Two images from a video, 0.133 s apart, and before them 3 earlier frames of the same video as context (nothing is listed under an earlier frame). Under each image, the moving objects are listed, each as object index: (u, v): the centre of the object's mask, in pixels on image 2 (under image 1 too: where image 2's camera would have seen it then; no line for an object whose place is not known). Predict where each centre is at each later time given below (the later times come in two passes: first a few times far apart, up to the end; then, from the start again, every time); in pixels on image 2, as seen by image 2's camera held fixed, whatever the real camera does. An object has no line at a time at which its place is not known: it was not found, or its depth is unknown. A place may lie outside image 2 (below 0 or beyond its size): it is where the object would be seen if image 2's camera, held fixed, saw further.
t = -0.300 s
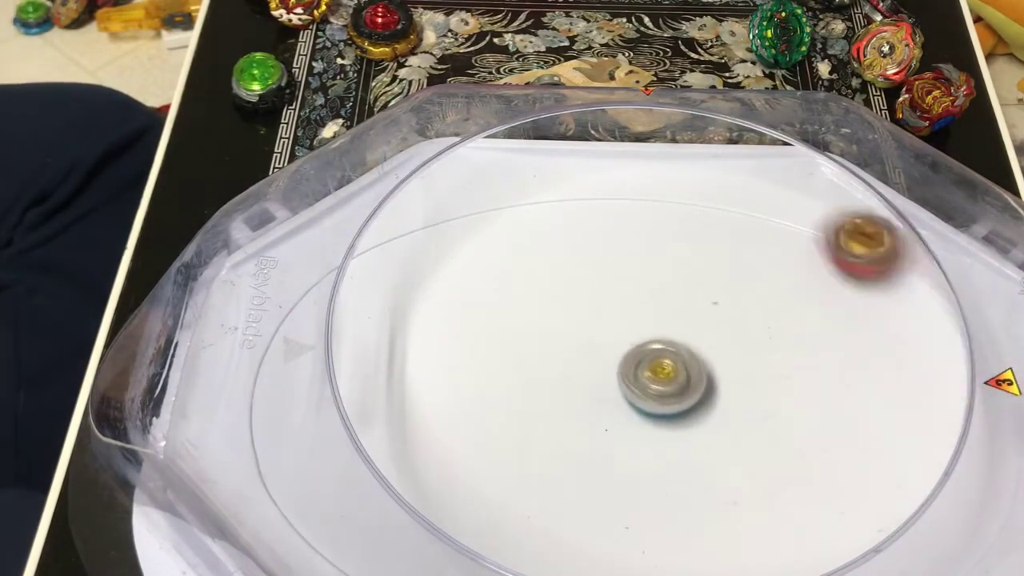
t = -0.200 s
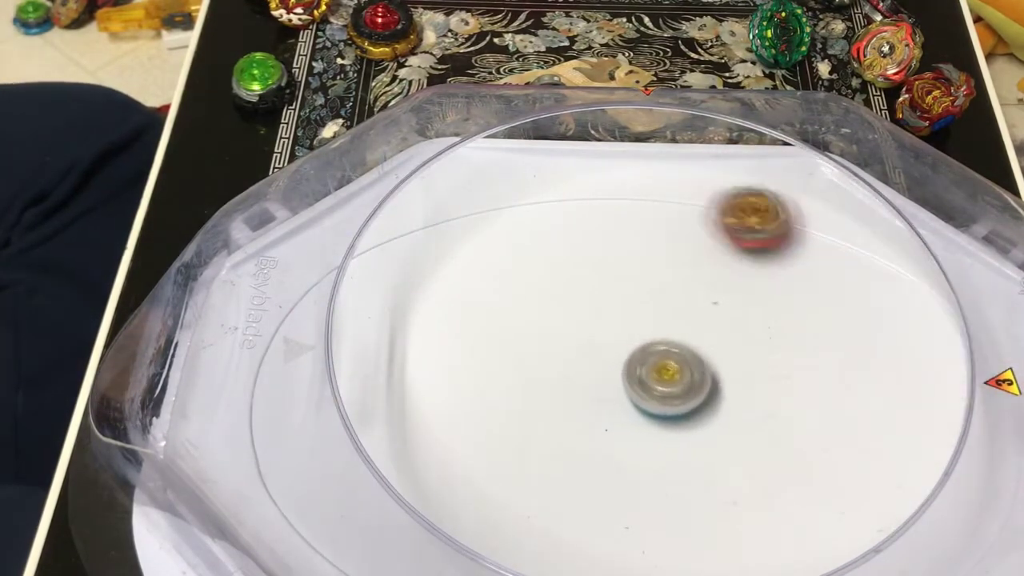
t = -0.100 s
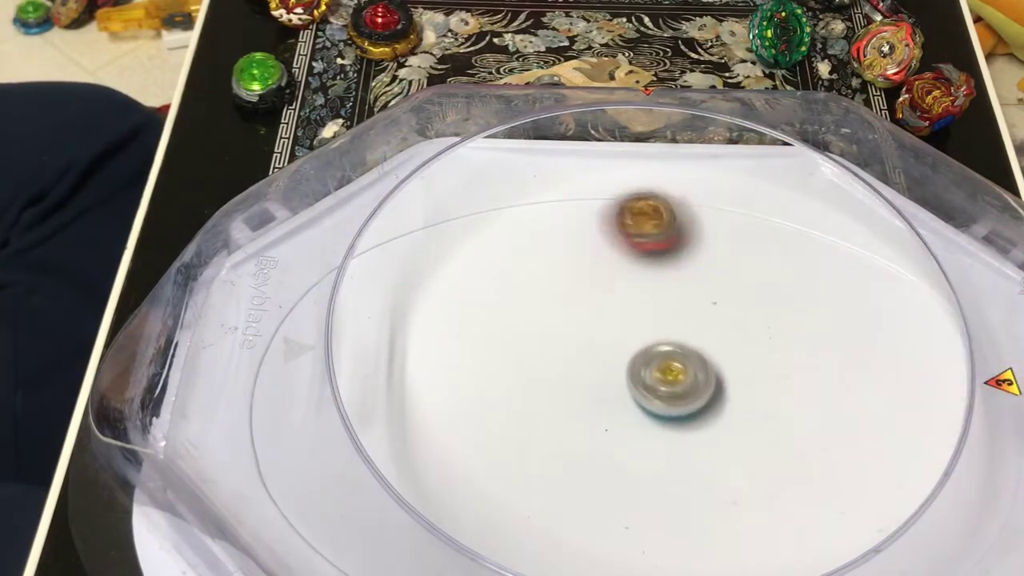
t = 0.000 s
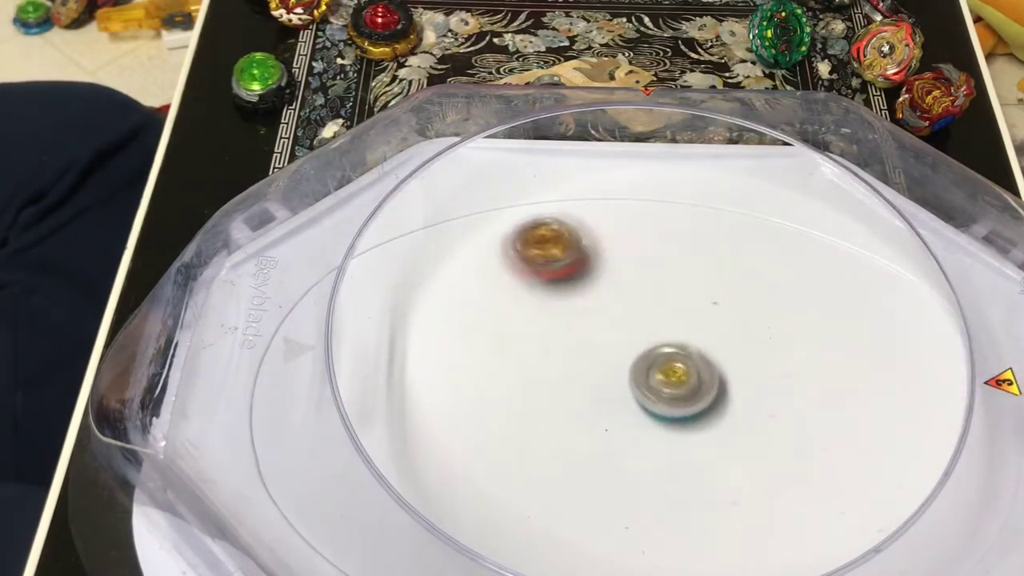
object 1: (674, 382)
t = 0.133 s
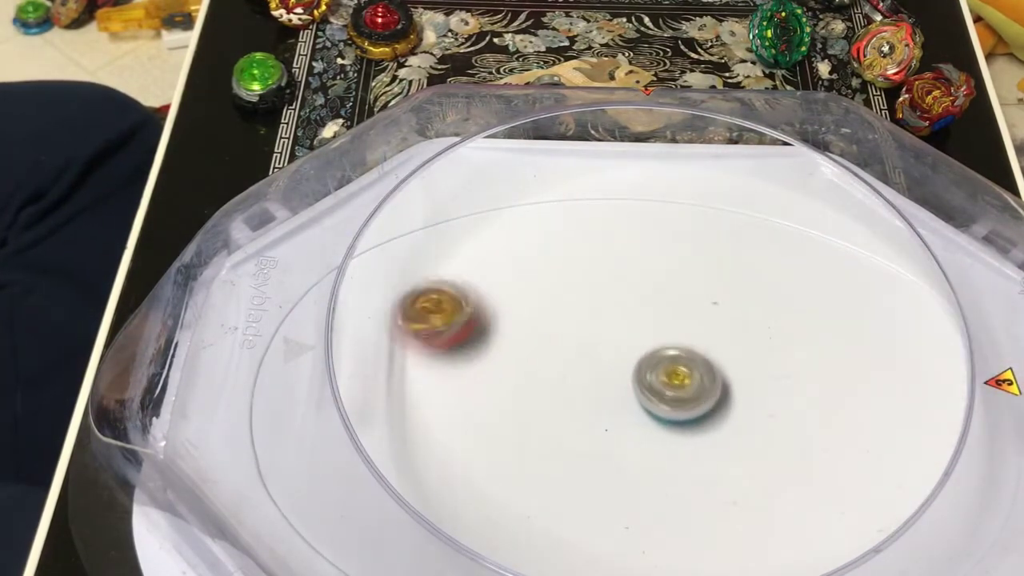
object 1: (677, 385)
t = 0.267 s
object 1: (680, 387)
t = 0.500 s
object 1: (683, 398)
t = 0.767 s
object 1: (679, 414)
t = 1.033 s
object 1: (672, 426)
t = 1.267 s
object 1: (664, 424)
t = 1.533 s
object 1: (658, 425)
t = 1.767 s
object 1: (652, 421)
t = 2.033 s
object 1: (648, 415)
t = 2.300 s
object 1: (647, 411)
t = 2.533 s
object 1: (650, 412)
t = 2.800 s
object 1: (654, 408)
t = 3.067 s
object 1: (658, 407)
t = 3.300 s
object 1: (660, 407)
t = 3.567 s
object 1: (660, 408)
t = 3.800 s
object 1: (659, 407)
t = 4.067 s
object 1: (657, 407)
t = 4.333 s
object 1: (652, 407)
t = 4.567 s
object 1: (647, 408)
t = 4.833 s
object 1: (644, 407)
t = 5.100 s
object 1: (642, 405)
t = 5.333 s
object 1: (643, 405)
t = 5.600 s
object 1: (647, 404)
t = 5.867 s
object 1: (650, 403)
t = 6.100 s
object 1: (655, 403)
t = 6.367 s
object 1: (659, 404)
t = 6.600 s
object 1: (659, 405)
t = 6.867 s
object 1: (631, 377)
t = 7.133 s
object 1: (614, 369)
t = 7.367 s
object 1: (504, 411)
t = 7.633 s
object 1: (382, 454)
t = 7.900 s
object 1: (373, 441)
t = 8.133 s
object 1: (407, 408)
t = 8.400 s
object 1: (475, 371)
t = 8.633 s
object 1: (534, 365)
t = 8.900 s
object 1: (621, 386)
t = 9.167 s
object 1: (740, 364)
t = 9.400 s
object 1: (785, 388)
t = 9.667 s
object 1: (806, 430)
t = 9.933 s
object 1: (782, 456)
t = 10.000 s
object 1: (795, 515)
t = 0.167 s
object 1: (678, 385)
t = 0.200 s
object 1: (679, 386)
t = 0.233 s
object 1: (680, 386)
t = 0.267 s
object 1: (680, 387)
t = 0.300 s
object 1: (681, 388)
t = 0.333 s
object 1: (681, 390)
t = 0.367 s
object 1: (682, 391)
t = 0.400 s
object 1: (682, 392)
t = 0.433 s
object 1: (683, 394)
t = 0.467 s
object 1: (683, 396)
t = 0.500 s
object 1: (683, 398)
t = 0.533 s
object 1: (683, 400)
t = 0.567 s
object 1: (683, 401)
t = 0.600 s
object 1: (683, 404)
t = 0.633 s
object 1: (682, 406)
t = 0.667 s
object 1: (681, 408)
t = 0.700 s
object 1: (680, 409)
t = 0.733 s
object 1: (679, 412)
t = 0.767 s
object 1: (679, 414)
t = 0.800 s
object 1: (679, 417)
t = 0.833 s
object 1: (678, 419)
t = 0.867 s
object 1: (678, 422)
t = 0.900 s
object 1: (678, 423)
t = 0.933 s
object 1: (676, 424)
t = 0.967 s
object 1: (674, 425)
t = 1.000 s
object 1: (673, 426)
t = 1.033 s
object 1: (672, 426)
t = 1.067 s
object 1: (671, 426)
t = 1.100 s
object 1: (668, 426)
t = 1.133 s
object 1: (668, 425)
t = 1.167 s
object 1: (666, 425)
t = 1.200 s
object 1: (667, 425)
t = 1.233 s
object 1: (666, 425)
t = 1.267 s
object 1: (664, 424)
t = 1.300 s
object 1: (664, 425)
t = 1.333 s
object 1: (662, 424)
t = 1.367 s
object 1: (661, 424)
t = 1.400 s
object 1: (663, 424)
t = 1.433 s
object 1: (660, 424)
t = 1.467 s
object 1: (659, 424)
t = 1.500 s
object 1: (660, 424)
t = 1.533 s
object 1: (658, 425)
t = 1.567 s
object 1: (658, 424)
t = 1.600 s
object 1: (656, 424)
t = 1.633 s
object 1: (654, 424)
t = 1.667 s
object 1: (654, 423)
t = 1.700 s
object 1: (652, 423)
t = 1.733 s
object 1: (653, 422)
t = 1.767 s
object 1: (652, 421)
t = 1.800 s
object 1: (651, 419)
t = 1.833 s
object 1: (650, 418)
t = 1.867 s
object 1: (651, 418)
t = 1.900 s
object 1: (649, 417)
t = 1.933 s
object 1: (649, 417)
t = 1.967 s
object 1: (648, 416)
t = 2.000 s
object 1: (649, 416)
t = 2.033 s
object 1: (648, 415)
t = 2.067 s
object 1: (649, 415)
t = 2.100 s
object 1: (648, 414)
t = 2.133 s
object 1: (647, 414)
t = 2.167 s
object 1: (647, 413)
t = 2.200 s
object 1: (647, 413)
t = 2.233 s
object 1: (646, 412)
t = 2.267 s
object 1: (647, 412)
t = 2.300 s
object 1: (647, 411)
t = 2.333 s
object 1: (648, 412)
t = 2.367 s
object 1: (648, 412)
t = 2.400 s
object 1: (649, 413)
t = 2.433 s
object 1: (649, 413)
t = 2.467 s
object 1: (650, 413)
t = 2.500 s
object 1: (649, 413)
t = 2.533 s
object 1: (650, 412)
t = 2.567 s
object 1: (651, 412)
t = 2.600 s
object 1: (650, 411)
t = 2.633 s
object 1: (650, 411)
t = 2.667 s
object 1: (651, 410)
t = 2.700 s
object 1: (652, 409)
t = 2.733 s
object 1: (652, 409)
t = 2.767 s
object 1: (653, 409)
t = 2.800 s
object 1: (654, 408)
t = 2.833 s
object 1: (654, 408)
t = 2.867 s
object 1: (655, 408)
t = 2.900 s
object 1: (655, 407)
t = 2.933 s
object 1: (656, 407)
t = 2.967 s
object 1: (656, 407)
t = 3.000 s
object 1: (656, 407)
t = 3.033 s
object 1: (657, 407)
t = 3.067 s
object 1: (658, 407)
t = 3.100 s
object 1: (658, 407)
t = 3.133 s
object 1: (658, 407)
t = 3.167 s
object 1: (660, 407)
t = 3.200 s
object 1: (660, 407)
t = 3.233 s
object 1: (659, 407)
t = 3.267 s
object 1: (660, 407)
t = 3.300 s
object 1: (660, 407)
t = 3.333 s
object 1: (660, 407)
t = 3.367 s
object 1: (661, 407)
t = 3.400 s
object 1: (660, 407)
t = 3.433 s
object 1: (660, 407)
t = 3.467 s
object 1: (661, 407)
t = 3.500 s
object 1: (660, 408)
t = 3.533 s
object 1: (660, 408)
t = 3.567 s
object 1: (660, 408)
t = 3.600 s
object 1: (660, 407)
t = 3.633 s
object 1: (659, 408)
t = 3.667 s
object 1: (659, 407)
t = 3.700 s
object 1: (659, 407)
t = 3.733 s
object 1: (659, 407)
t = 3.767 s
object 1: (659, 407)
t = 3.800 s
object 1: (659, 407)
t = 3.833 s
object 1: (659, 407)
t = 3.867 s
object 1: (659, 407)
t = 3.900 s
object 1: (659, 407)
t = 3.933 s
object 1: (659, 407)
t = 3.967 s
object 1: (659, 407)
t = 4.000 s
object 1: (658, 406)
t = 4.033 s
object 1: (657, 407)
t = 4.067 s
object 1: (657, 407)
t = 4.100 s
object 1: (656, 407)
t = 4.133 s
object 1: (655, 406)
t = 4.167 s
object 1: (655, 407)
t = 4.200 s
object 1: (654, 406)
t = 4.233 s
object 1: (654, 407)
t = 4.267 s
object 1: (653, 407)
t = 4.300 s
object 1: (652, 407)
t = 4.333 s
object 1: (652, 407)
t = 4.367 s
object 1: (651, 407)
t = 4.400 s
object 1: (651, 407)
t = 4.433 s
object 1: (650, 408)
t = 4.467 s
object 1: (650, 408)
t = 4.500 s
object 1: (649, 408)
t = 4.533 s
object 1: (649, 408)
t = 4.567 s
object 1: (647, 408)
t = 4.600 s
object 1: (646, 408)
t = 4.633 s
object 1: (646, 408)
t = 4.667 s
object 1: (645, 408)
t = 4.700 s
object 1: (645, 408)
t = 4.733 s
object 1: (644, 407)
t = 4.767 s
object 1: (643, 407)
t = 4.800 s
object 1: (644, 408)
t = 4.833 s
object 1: (644, 407)
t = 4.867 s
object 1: (643, 407)
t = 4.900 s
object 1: (643, 407)
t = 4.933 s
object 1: (642, 406)
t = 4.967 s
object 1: (642, 406)
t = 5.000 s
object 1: (641, 406)
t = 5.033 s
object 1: (642, 405)
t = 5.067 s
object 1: (642, 405)
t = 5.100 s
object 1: (642, 405)
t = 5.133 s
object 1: (642, 406)
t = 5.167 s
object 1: (643, 405)
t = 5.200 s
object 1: (643, 406)
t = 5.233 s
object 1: (643, 406)
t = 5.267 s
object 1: (643, 406)
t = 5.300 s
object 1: (643, 405)
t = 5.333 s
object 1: (643, 405)
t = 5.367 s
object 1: (644, 405)
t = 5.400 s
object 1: (644, 405)
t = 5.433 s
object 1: (644, 405)
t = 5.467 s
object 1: (645, 405)
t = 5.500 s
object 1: (645, 404)
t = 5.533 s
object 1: (646, 404)
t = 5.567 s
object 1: (646, 404)
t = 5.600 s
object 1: (647, 404)
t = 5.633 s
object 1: (647, 404)
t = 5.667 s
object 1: (648, 404)
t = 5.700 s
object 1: (648, 404)
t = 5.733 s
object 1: (649, 404)
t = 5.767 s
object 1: (649, 404)
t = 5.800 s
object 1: (650, 403)
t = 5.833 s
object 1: (651, 404)
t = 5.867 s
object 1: (650, 403)
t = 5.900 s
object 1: (651, 403)
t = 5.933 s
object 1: (651, 403)
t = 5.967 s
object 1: (654, 404)
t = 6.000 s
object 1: (653, 404)
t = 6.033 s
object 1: (654, 404)
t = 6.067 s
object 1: (654, 403)
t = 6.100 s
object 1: (655, 403)
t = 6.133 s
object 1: (656, 403)
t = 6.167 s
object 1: (656, 403)
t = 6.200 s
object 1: (657, 403)
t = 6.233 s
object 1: (657, 403)
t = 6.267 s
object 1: (658, 403)
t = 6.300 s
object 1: (658, 403)
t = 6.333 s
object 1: (659, 404)
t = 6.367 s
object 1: (659, 404)
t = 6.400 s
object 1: (659, 404)
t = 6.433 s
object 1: (659, 405)
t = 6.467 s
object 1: (659, 405)
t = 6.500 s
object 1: (659, 405)
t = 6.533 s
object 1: (659, 405)
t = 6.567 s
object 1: (659, 405)
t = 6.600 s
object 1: (659, 405)
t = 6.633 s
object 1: (659, 406)
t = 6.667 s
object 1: (659, 406)
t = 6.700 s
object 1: (654, 399)
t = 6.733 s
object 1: (647, 391)
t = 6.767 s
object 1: (641, 384)
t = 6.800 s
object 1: (636, 380)
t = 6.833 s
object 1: (633, 378)
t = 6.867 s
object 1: (631, 377)
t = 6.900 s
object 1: (629, 375)
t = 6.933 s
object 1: (627, 374)
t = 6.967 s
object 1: (624, 373)
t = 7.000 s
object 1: (622, 372)
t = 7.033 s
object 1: (620, 371)
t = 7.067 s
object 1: (618, 370)
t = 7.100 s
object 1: (616, 370)
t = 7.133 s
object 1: (614, 369)
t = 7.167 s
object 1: (612, 369)
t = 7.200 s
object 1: (611, 369)
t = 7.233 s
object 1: (610, 370)
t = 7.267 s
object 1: (608, 370)
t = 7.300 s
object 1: (588, 378)
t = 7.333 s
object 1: (546, 394)
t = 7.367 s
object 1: (504, 411)
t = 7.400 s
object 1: (470, 422)
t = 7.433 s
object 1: (443, 435)
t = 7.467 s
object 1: (420, 441)
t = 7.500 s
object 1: (407, 446)
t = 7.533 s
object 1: (389, 451)
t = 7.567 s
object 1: (383, 452)
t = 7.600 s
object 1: (382, 453)
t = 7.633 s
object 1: (382, 454)
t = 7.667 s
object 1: (382, 456)
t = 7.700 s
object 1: (379, 456)
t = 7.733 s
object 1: (375, 456)
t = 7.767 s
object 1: (371, 453)
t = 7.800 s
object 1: (369, 450)
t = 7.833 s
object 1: (369, 448)
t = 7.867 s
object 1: (372, 445)
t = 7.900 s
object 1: (373, 441)
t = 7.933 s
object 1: (375, 437)
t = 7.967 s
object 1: (379, 433)
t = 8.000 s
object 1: (384, 429)
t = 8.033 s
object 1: (389, 424)
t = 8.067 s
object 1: (395, 418)
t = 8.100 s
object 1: (400, 414)
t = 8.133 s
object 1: (407, 408)
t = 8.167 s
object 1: (414, 403)
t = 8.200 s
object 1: (423, 398)
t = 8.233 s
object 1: (432, 392)
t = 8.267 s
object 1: (441, 387)
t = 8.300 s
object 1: (451, 382)
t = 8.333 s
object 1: (458, 378)
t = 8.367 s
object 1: (467, 374)
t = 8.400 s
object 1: (475, 371)
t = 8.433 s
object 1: (483, 369)
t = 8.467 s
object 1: (491, 367)
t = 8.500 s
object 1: (500, 366)
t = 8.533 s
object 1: (508, 365)
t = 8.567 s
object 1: (517, 364)
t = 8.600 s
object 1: (525, 364)
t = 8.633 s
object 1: (534, 365)
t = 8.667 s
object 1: (544, 366)
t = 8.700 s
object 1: (554, 367)
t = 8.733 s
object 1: (565, 369)
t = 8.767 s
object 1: (575, 372)
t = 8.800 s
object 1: (586, 374)
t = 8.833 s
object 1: (597, 378)
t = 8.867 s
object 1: (609, 382)
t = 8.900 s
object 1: (621, 386)
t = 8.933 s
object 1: (644, 379)
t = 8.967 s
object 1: (666, 369)
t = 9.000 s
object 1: (685, 363)
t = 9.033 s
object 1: (700, 360)
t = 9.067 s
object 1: (713, 359)
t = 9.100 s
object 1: (724, 360)
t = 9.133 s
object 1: (732, 361)
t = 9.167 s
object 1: (740, 364)
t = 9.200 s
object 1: (747, 366)
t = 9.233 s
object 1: (754, 369)
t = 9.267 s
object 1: (761, 372)
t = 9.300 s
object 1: (768, 375)
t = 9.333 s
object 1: (774, 379)
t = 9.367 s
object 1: (779, 383)
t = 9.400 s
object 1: (785, 388)
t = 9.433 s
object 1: (790, 393)
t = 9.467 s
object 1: (795, 398)
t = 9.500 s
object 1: (799, 403)
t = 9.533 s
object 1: (802, 409)
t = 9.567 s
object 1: (804, 414)
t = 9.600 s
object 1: (806, 420)
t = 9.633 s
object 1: (806, 425)
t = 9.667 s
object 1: (806, 430)
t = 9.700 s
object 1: (806, 435)
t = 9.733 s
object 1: (804, 440)
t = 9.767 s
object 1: (802, 443)
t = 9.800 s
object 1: (799, 447)
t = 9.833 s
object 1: (796, 450)
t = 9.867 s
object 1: (792, 452)
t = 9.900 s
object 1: (787, 454)
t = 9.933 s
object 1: (782, 456)
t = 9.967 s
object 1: (786, 487)
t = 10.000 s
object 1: (795, 515)
